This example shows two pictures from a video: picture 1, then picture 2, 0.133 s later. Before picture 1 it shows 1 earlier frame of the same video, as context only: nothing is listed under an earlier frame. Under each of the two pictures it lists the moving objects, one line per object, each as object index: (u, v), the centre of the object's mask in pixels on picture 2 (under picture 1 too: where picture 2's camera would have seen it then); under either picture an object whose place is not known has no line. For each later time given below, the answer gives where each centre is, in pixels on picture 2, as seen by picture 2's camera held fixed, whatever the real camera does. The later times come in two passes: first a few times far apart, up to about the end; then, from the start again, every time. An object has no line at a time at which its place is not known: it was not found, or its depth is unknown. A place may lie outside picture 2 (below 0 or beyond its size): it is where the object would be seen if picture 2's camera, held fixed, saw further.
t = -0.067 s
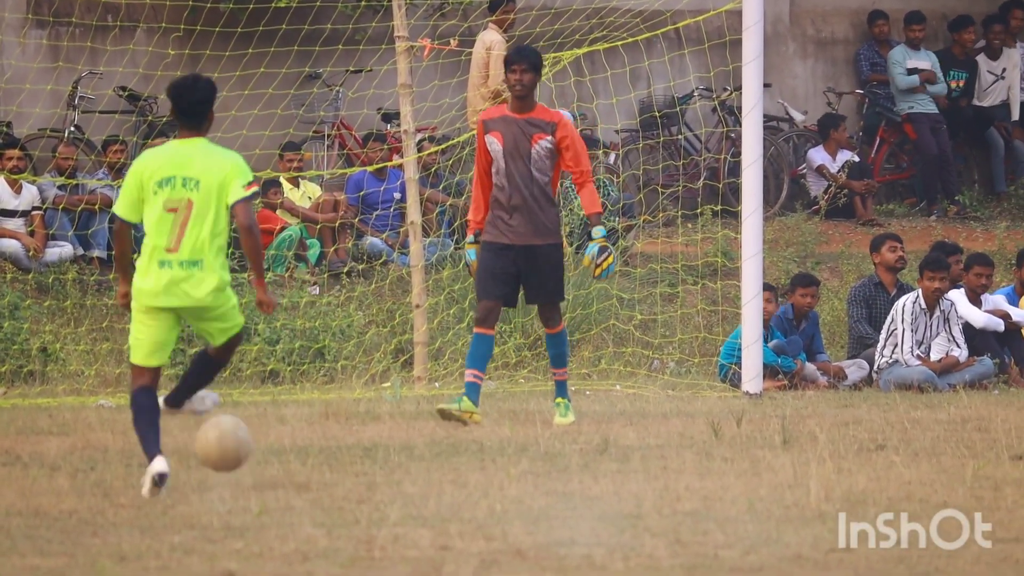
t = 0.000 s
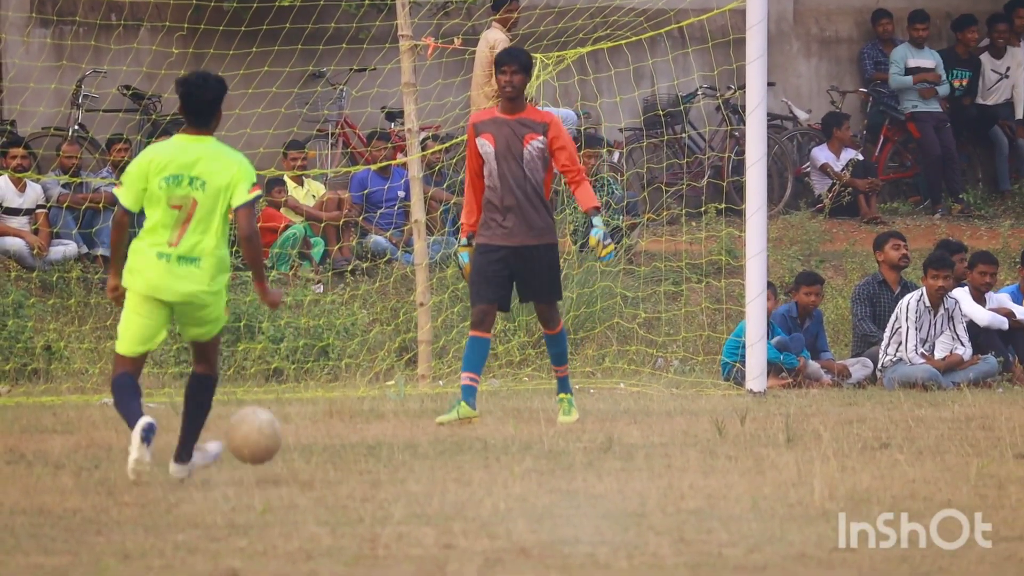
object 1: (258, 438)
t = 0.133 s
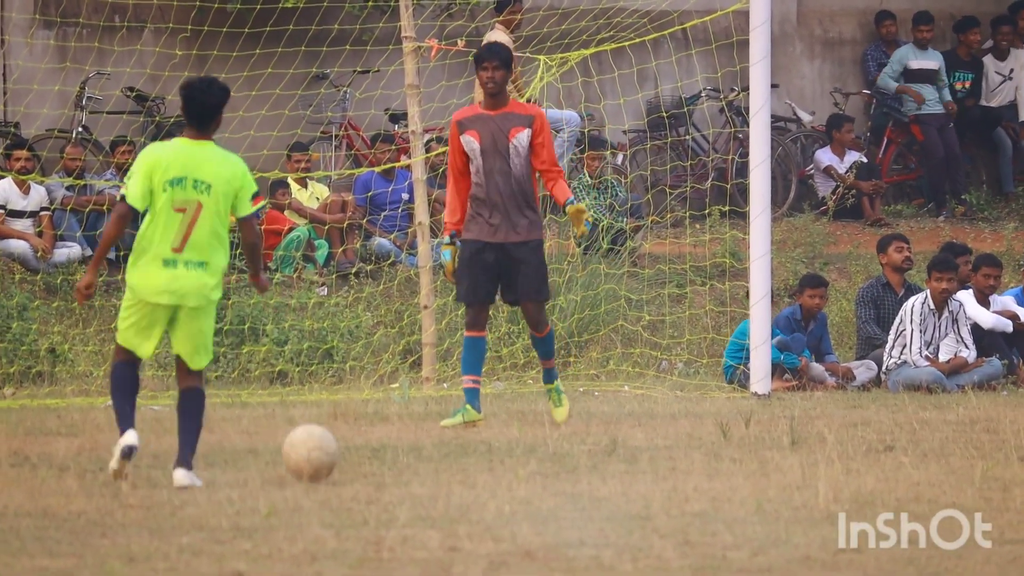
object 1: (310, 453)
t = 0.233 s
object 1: (324, 442)
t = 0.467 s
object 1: (356, 449)
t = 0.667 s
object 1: (383, 449)
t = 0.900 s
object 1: (412, 444)
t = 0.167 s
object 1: (313, 449)
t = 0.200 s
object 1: (319, 444)
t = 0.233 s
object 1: (324, 442)
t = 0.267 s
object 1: (327, 442)
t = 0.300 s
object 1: (329, 444)
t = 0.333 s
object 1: (334, 449)
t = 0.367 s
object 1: (340, 455)
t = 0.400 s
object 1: (343, 453)
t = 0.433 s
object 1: (353, 449)
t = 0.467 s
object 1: (356, 449)
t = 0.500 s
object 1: (361, 452)
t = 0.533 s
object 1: (367, 450)
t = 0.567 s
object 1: (370, 449)
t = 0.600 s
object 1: (375, 449)
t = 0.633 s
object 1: (380, 450)
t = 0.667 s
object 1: (383, 449)
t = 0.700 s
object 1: (387, 446)
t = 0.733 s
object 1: (390, 446)
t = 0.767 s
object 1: (395, 447)
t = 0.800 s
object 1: (400, 446)
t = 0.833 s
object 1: (405, 445)
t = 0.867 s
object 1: (407, 444)
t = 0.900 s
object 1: (412, 444)
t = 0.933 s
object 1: (416, 443)
